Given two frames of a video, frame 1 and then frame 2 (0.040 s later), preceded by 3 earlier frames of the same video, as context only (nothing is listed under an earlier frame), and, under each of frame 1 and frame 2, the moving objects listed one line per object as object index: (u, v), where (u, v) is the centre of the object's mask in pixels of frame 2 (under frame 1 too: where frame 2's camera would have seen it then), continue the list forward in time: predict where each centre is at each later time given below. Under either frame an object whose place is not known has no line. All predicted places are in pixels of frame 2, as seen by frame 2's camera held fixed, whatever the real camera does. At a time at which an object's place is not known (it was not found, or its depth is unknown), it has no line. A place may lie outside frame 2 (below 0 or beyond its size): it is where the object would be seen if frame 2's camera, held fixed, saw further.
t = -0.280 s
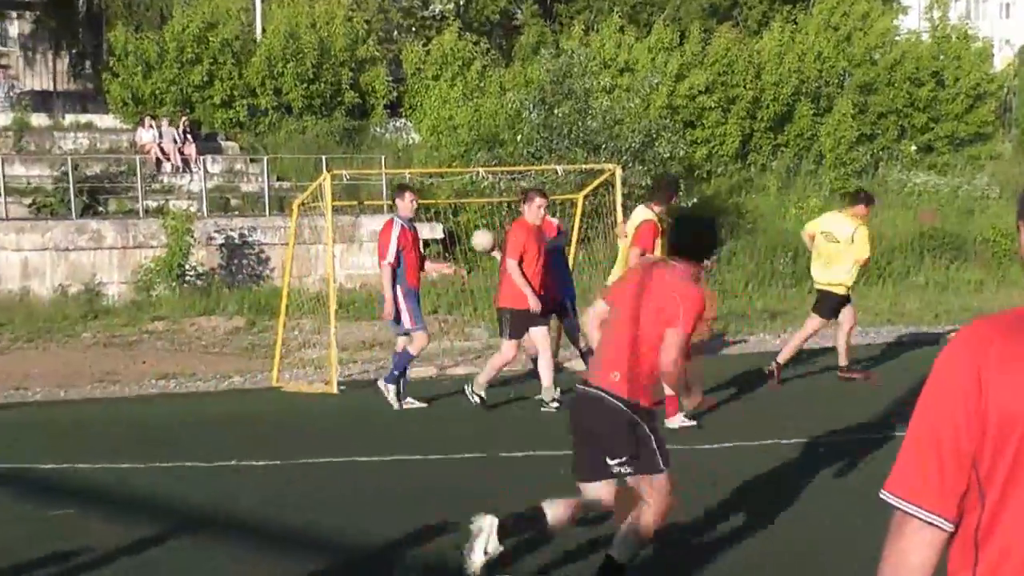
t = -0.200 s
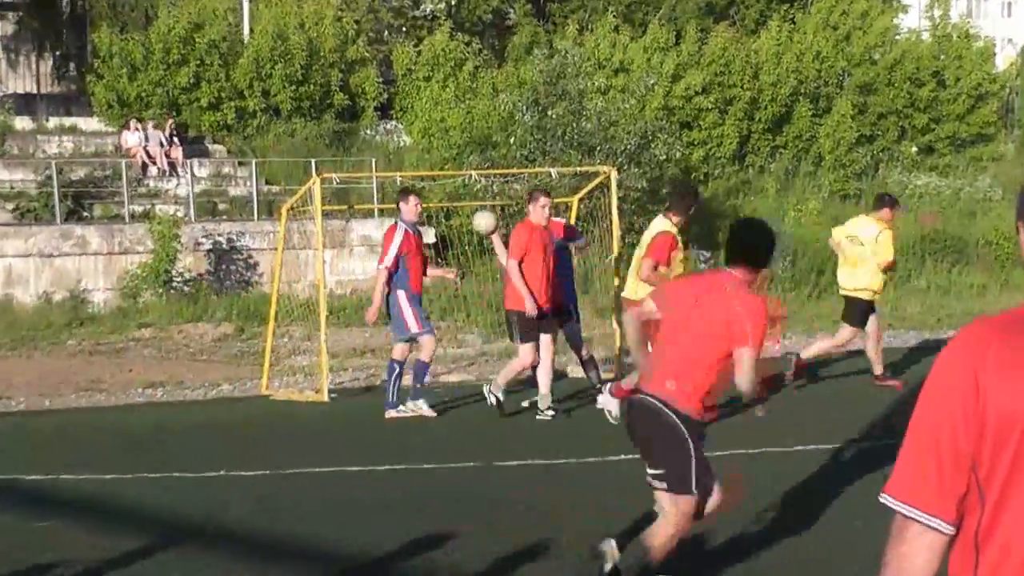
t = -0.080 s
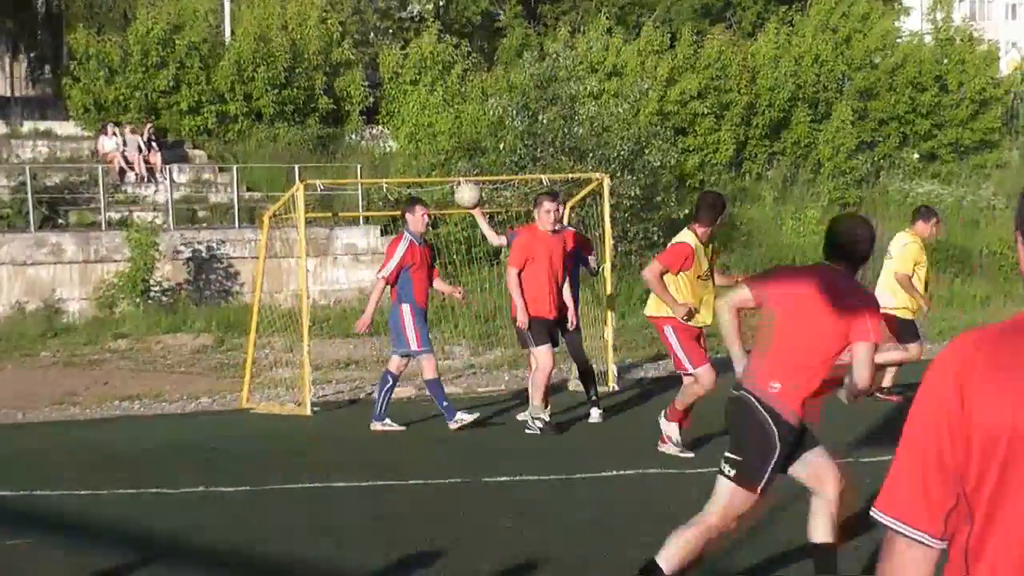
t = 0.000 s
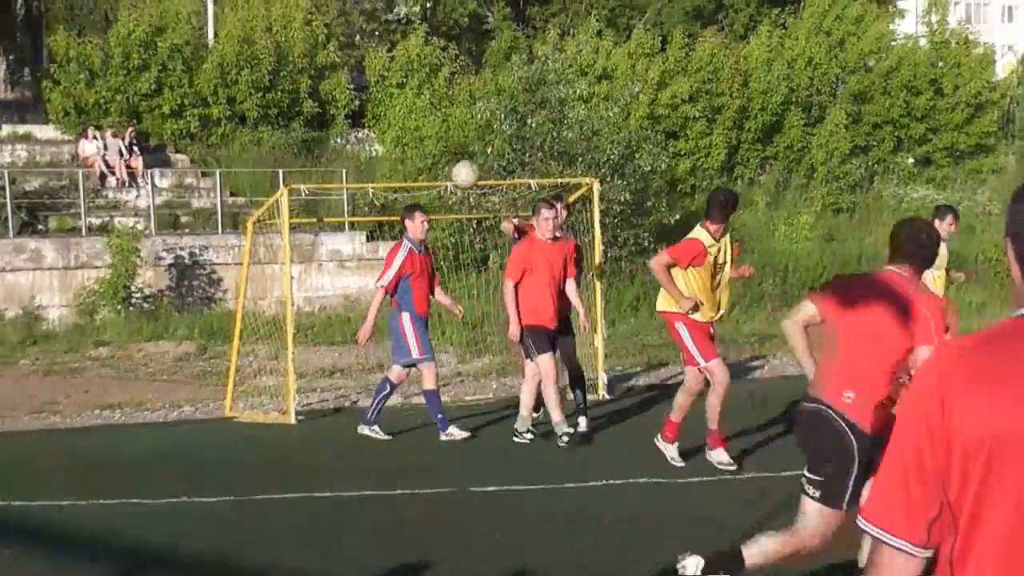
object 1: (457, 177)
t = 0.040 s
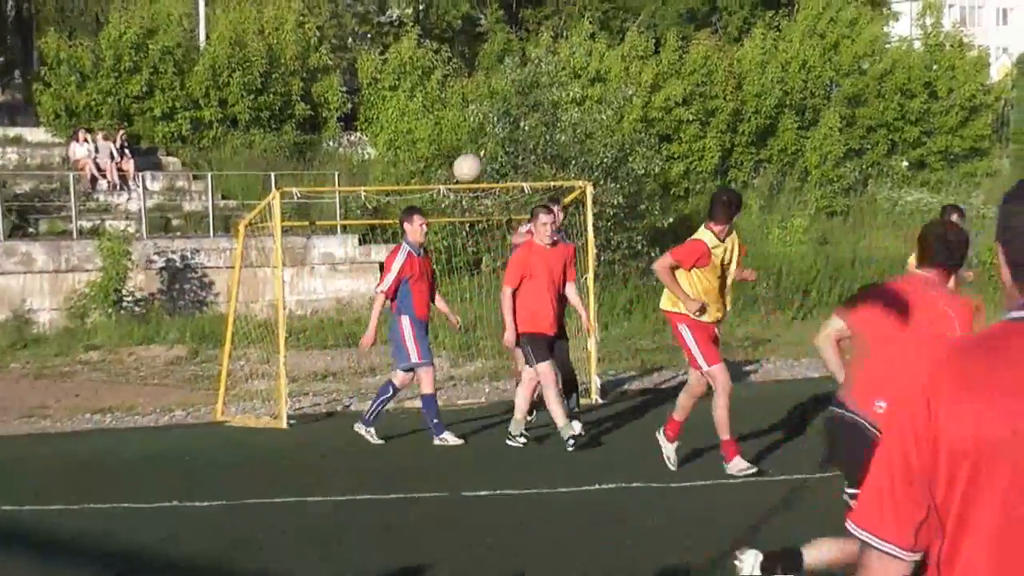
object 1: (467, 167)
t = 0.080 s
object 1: (477, 160)
